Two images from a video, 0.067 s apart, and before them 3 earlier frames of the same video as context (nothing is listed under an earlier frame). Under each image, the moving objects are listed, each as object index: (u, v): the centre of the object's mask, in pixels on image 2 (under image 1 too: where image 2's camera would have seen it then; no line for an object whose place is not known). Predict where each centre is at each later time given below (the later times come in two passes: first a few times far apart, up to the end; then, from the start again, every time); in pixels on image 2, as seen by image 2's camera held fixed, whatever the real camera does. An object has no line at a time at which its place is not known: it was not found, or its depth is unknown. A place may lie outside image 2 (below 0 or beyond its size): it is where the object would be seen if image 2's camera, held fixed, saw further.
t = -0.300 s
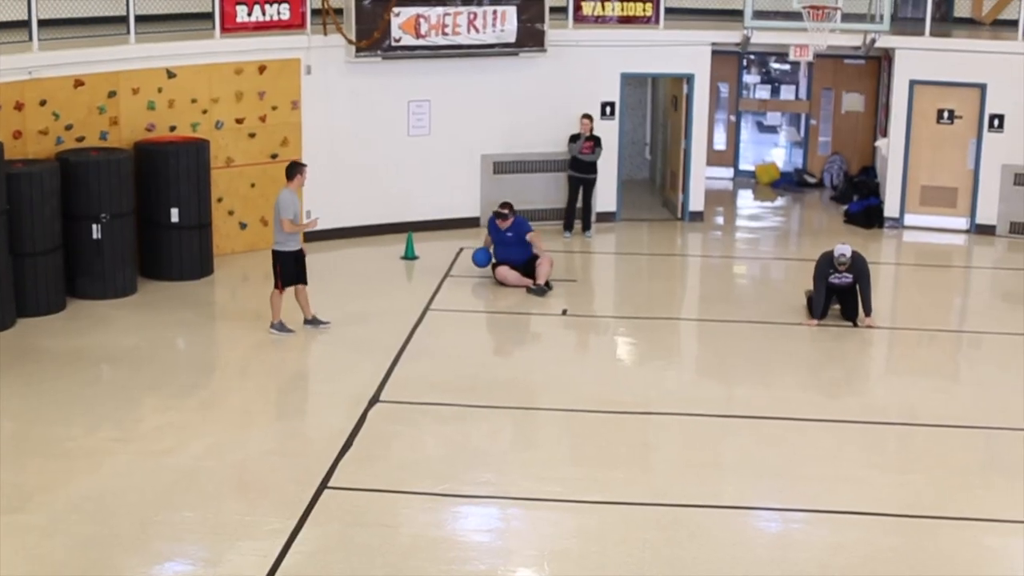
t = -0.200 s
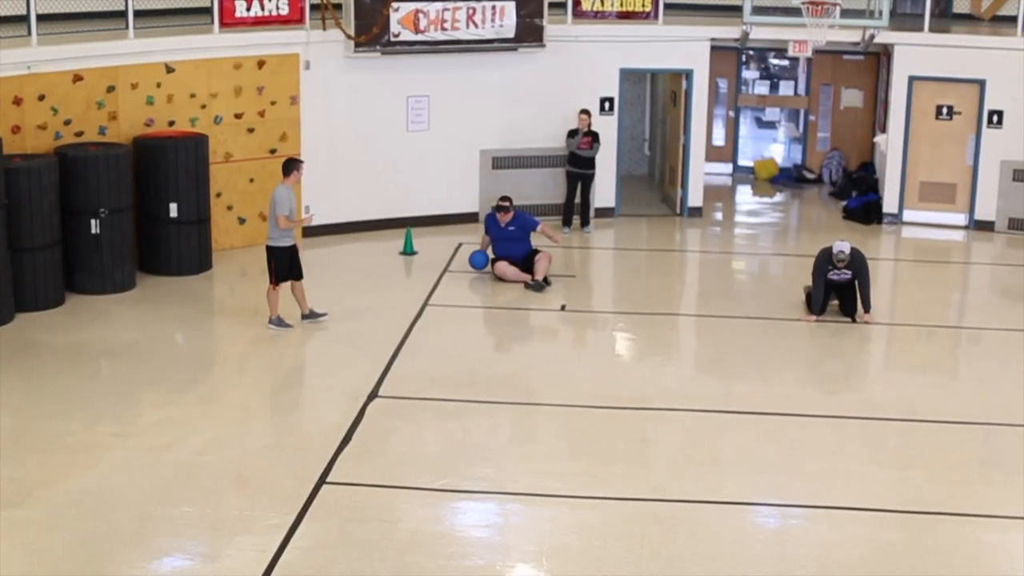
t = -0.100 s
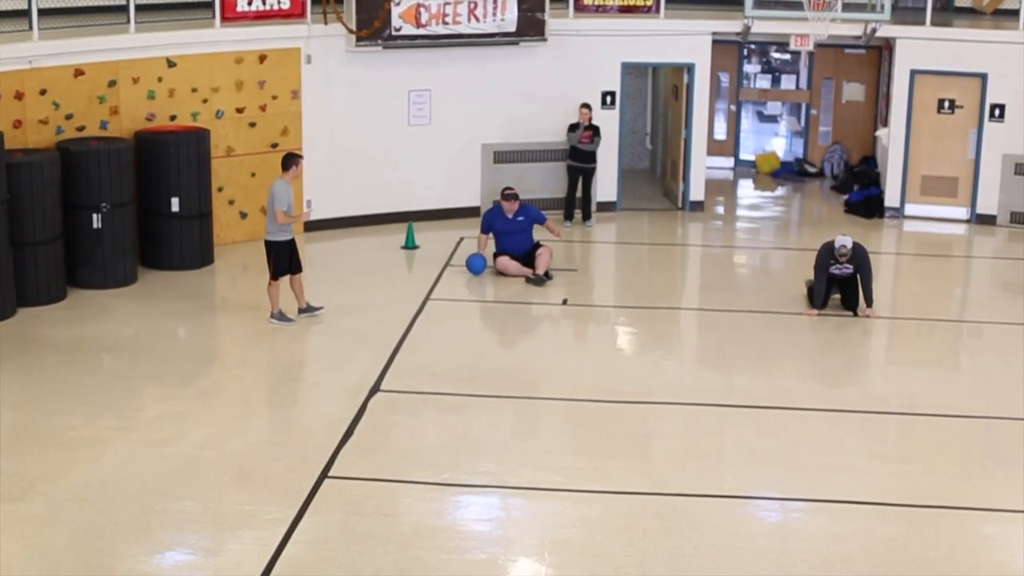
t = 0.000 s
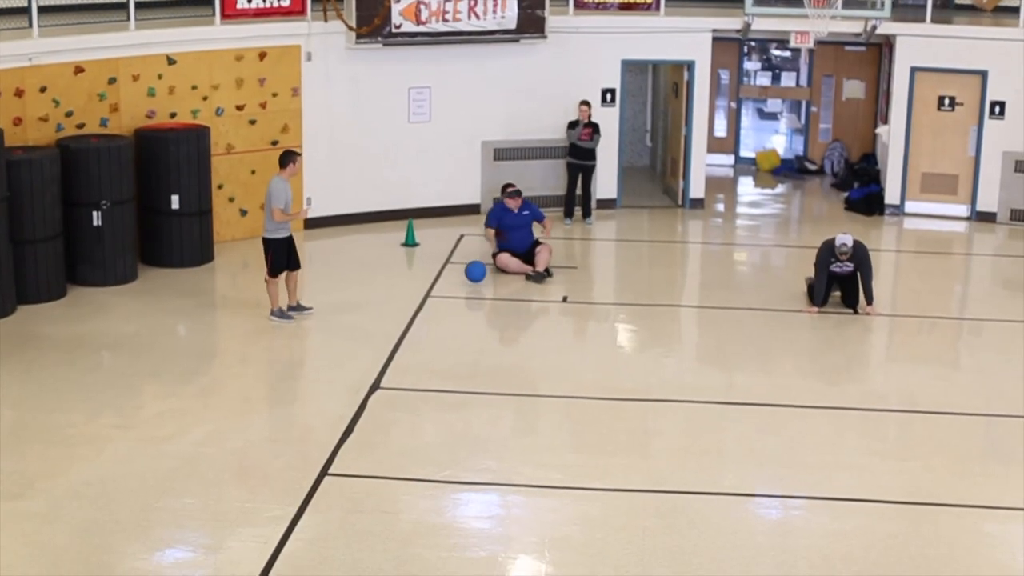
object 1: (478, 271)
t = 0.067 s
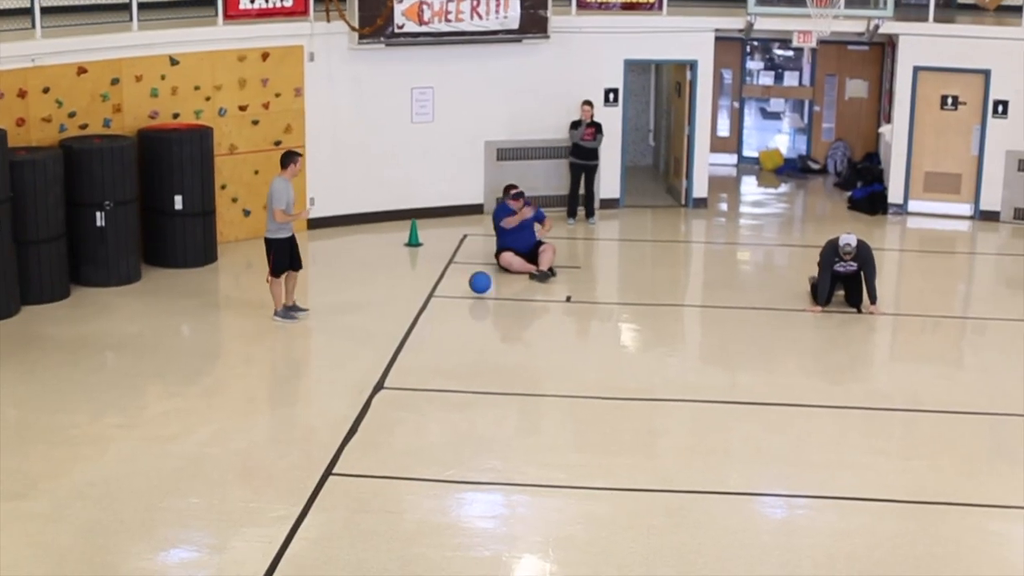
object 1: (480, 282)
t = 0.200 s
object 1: (483, 303)
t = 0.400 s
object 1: (490, 333)
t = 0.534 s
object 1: (496, 353)
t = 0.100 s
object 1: (481, 290)
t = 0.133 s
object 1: (481, 296)
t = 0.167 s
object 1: (482, 299)
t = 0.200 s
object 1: (483, 303)
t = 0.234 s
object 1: (484, 308)
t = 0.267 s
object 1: (486, 315)
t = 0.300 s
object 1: (487, 320)
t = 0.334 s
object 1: (488, 323)
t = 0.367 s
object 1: (489, 327)
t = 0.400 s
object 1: (490, 333)
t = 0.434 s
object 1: (492, 338)
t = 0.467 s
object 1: (494, 342)
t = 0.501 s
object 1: (495, 349)
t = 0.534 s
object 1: (496, 353)
